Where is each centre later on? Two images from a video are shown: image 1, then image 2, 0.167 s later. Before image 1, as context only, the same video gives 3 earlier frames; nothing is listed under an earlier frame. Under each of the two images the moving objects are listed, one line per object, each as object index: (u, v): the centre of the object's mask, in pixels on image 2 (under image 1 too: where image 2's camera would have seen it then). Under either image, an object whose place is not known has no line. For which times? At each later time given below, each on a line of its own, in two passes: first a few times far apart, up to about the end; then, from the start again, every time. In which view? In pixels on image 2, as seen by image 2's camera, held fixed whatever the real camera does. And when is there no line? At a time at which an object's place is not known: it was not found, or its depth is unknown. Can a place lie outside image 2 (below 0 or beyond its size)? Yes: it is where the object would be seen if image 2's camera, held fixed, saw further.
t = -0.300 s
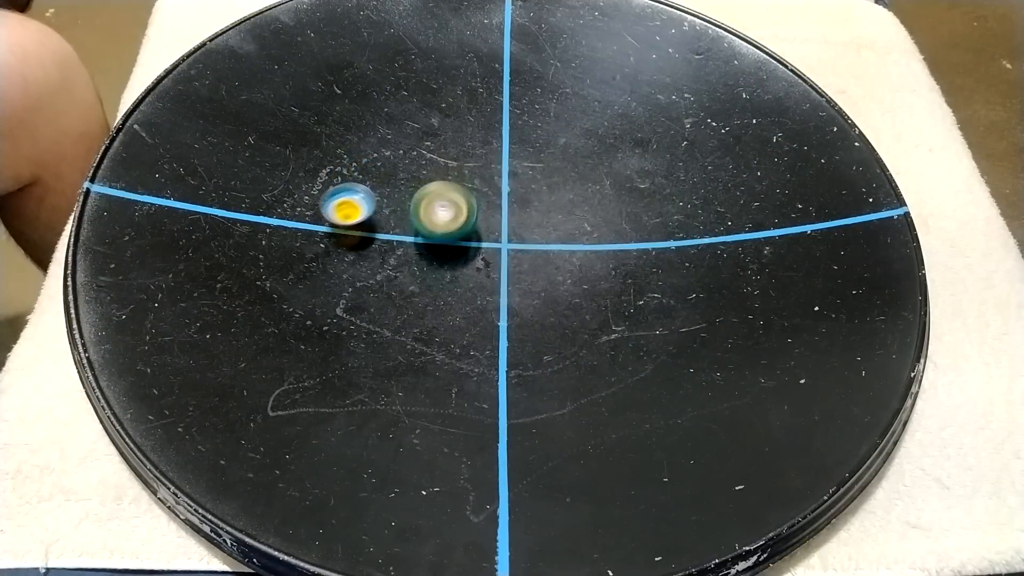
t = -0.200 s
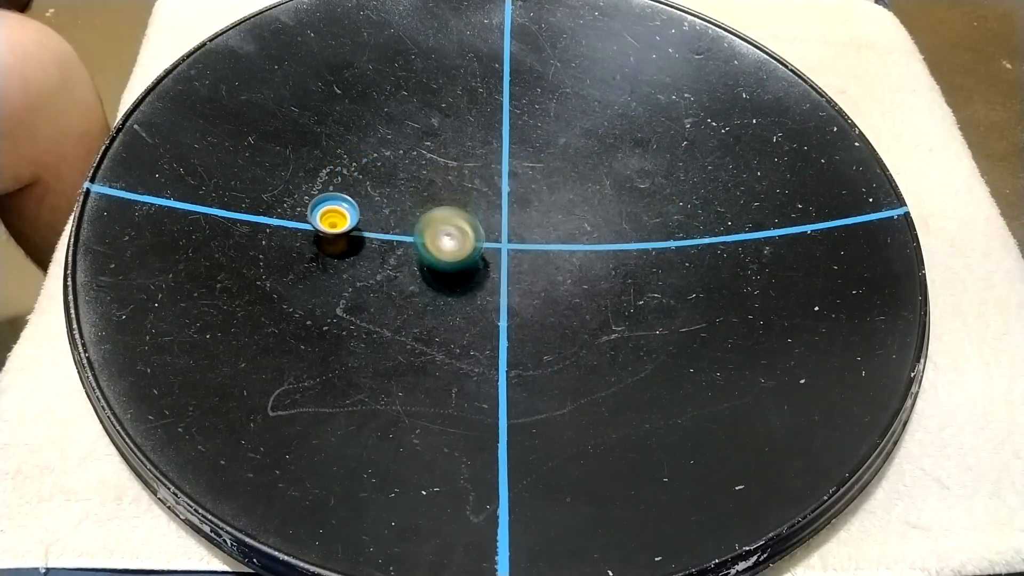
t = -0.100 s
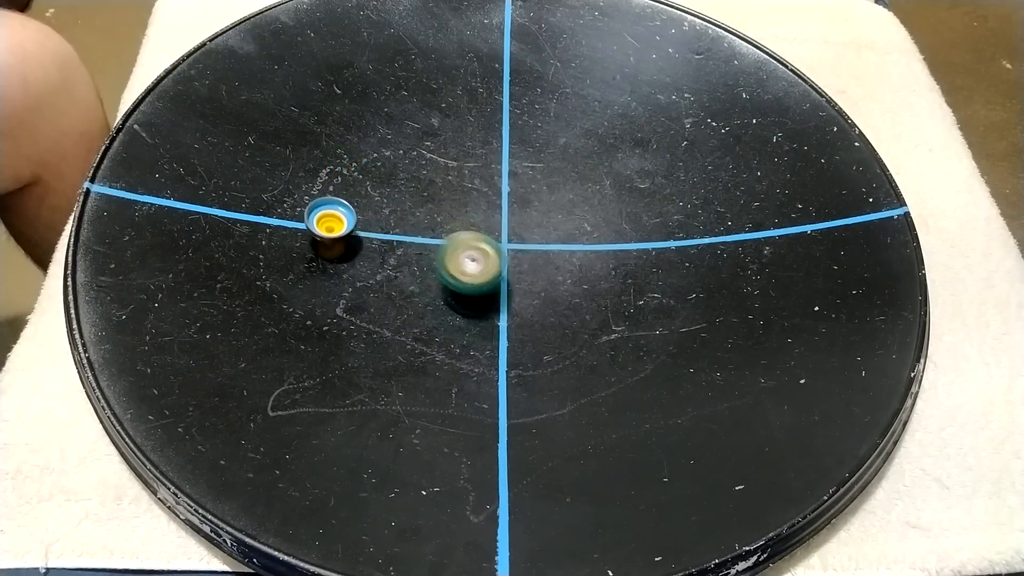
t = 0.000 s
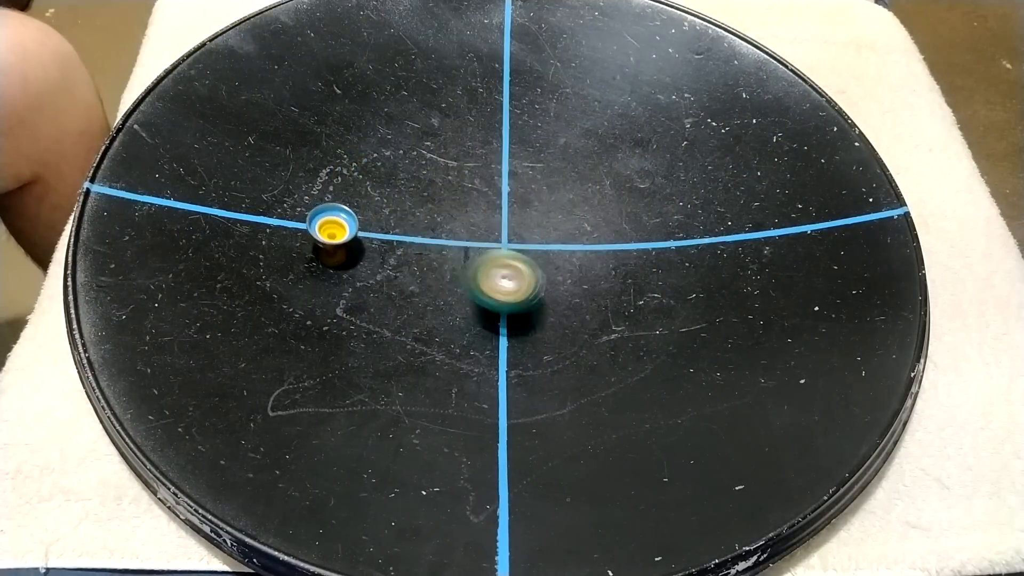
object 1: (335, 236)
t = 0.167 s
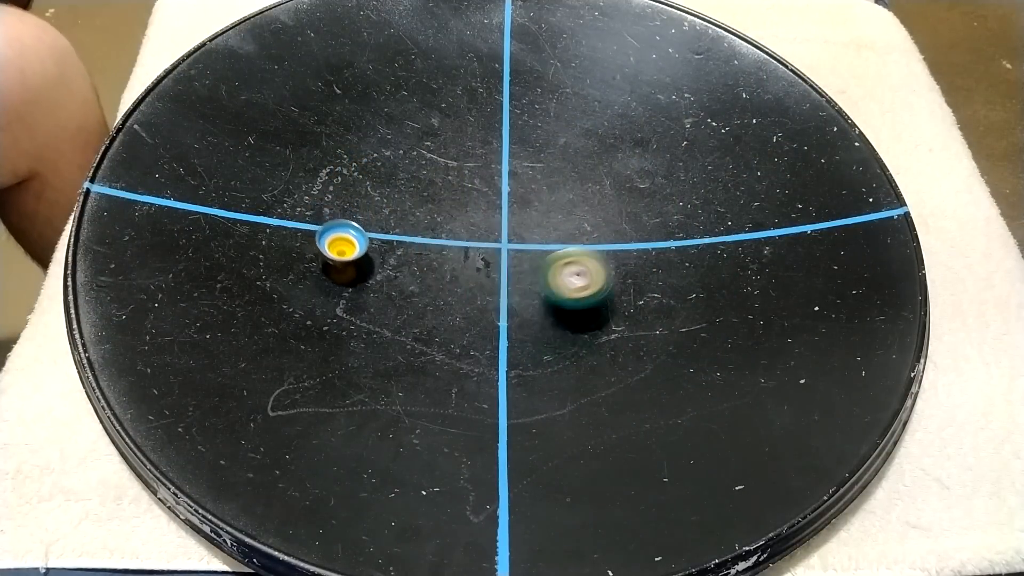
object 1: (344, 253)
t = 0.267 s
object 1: (353, 265)
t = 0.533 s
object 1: (381, 295)
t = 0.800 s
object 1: (417, 321)
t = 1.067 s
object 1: (466, 362)
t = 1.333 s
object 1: (497, 385)
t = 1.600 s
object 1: (526, 375)
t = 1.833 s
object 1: (556, 353)
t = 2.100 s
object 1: (586, 322)
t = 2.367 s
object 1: (607, 291)
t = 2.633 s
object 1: (645, 239)
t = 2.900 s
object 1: (695, 201)
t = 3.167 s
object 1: (730, 191)
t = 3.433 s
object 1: (714, 197)
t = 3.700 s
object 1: (667, 198)
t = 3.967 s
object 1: (614, 194)
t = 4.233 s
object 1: (551, 181)
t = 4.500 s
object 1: (506, 178)
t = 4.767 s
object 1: (453, 161)
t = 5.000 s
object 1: (430, 158)
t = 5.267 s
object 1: (417, 174)
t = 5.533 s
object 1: (413, 204)
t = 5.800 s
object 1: (403, 249)
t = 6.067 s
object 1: (401, 282)
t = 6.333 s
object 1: (410, 311)
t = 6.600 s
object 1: (430, 336)
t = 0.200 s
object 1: (347, 257)
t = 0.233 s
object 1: (349, 261)
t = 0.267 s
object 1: (353, 265)
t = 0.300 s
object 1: (356, 268)
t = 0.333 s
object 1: (359, 272)
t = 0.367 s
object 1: (363, 276)
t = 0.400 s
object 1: (366, 280)
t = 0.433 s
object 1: (370, 284)
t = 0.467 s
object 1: (374, 288)
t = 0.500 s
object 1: (377, 291)
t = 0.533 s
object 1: (381, 295)
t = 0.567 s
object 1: (385, 299)
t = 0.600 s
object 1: (389, 302)
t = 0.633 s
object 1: (394, 306)
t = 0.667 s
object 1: (398, 308)
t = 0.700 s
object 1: (402, 311)
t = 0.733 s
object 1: (407, 314)
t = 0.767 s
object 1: (411, 316)
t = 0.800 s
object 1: (417, 321)
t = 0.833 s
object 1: (423, 326)
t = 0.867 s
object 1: (430, 331)
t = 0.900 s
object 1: (436, 336)
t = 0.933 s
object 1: (442, 341)
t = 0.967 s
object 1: (448, 347)
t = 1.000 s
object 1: (455, 352)
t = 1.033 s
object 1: (461, 357)
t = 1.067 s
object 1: (466, 362)
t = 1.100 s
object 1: (471, 367)
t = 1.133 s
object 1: (475, 371)
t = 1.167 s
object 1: (479, 374)
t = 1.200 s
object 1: (482, 376)
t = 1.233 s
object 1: (486, 379)
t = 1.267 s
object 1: (491, 381)
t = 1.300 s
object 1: (494, 383)
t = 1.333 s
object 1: (497, 385)
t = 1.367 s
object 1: (501, 384)
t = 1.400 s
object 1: (504, 384)
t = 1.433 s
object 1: (507, 383)
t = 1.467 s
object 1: (511, 382)
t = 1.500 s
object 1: (515, 381)
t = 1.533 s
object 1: (518, 379)
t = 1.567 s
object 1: (522, 378)
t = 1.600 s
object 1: (526, 375)
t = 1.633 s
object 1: (530, 376)
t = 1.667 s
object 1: (535, 369)
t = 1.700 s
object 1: (539, 366)
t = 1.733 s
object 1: (543, 364)
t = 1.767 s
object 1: (548, 360)
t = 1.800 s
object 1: (552, 356)
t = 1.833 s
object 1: (556, 353)
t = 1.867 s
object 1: (560, 349)
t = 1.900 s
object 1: (564, 345)
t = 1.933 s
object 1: (568, 341)
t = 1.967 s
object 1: (573, 338)
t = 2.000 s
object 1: (576, 335)
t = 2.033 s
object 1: (579, 330)
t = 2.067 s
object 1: (583, 326)
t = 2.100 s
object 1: (586, 322)
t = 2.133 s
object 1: (588, 319)
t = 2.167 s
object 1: (591, 314)
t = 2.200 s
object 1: (594, 311)
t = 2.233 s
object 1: (597, 306)
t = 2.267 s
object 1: (600, 302)
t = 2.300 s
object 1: (602, 298)
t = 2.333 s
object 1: (605, 295)
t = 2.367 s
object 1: (607, 291)
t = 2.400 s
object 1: (610, 286)
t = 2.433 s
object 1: (613, 282)
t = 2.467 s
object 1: (617, 276)
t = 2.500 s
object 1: (621, 268)
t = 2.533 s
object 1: (626, 260)
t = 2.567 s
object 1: (631, 253)
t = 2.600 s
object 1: (638, 247)
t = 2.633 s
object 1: (645, 239)
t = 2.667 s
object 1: (651, 232)
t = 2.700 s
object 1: (656, 227)
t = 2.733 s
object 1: (663, 221)
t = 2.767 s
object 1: (669, 215)
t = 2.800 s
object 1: (676, 211)
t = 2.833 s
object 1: (682, 208)
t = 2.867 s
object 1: (689, 204)
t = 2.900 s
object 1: (695, 201)
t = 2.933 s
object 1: (702, 197)
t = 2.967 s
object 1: (708, 195)
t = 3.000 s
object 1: (713, 193)
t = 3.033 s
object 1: (718, 191)
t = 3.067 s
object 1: (722, 191)
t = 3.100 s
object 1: (726, 191)
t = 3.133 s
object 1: (728, 191)
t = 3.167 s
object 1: (730, 191)
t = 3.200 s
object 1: (730, 191)
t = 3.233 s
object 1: (729, 192)
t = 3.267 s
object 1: (729, 192)
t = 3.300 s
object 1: (727, 193)
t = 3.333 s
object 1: (725, 194)
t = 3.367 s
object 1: (721, 195)
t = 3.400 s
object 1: (718, 196)
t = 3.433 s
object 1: (714, 197)
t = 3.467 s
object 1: (709, 197)
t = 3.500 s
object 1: (704, 198)
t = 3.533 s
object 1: (698, 198)
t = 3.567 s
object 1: (692, 198)
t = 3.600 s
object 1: (686, 198)
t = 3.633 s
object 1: (680, 198)
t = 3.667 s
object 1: (674, 198)
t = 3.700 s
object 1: (667, 198)
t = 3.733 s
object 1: (661, 198)
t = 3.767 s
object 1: (654, 198)
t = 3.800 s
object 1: (648, 198)
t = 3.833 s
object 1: (641, 197)
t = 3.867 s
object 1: (635, 197)
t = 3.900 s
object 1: (628, 196)
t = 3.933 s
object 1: (622, 195)
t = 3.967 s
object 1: (614, 194)
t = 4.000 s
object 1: (604, 192)
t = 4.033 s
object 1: (595, 190)
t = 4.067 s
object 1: (587, 189)
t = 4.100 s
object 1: (579, 187)
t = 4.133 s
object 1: (570, 184)
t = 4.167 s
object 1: (562, 183)
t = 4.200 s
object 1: (556, 182)
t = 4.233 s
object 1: (551, 181)
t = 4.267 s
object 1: (546, 180)
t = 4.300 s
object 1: (542, 180)
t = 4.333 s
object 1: (537, 179)
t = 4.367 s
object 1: (532, 179)
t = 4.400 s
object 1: (527, 179)
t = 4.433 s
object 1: (521, 179)
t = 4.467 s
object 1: (513, 179)
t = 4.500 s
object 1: (506, 178)
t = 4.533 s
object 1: (499, 177)
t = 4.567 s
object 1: (491, 175)
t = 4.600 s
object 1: (483, 172)
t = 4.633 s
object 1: (477, 169)
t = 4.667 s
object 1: (470, 166)
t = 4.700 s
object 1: (463, 164)
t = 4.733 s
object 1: (458, 163)
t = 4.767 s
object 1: (453, 161)
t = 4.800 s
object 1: (449, 160)
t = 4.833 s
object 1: (444, 159)
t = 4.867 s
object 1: (440, 159)
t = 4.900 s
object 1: (437, 158)
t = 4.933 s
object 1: (433, 158)
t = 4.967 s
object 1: (432, 158)
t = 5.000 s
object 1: (430, 158)
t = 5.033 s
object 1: (427, 159)
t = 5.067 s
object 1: (425, 161)
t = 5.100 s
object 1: (423, 162)
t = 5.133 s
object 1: (422, 164)
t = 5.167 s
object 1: (421, 166)
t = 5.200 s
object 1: (420, 168)
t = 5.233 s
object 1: (418, 171)
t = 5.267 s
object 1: (417, 174)
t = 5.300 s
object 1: (416, 177)
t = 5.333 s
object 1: (415, 181)
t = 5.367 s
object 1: (414, 184)
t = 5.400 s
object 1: (414, 188)
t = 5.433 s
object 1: (413, 192)
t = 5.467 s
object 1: (413, 196)
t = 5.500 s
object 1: (412, 200)
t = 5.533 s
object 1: (413, 204)
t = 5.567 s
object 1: (413, 207)
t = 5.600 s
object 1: (412, 212)
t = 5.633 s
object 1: (411, 219)
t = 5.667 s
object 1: (409, 225)
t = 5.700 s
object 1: (407, 232)
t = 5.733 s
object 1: (406, 238)
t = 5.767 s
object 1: (404, 244)
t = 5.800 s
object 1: (403, 249)
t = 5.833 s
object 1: (402, 254)
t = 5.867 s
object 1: (401, 259)
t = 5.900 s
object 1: (400, 263)
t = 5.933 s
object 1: (400, 267)
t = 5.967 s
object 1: (401, 270)
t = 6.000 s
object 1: (401, 274)
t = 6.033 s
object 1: (401, 278)
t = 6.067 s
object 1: (401, 282)
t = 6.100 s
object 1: (401, 286)
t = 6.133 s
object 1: (402, 289)
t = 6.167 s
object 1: (403, 293)
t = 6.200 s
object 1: (404, 297)
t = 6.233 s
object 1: (405, 300)
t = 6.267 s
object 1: (406, 304)
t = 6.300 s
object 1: (408, 307)
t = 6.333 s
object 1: (410, 311)
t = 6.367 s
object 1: (412, 315)
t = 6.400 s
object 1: (414, 318)
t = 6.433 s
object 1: (416, 321)
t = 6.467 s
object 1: (418, 324)
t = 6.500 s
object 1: (421, 328)
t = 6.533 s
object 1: (423, 331)
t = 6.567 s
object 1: (426, 333)
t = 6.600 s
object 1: (430, 336)
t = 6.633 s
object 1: (433, 339)
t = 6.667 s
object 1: (437, 341)
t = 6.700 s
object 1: (441, 344)
